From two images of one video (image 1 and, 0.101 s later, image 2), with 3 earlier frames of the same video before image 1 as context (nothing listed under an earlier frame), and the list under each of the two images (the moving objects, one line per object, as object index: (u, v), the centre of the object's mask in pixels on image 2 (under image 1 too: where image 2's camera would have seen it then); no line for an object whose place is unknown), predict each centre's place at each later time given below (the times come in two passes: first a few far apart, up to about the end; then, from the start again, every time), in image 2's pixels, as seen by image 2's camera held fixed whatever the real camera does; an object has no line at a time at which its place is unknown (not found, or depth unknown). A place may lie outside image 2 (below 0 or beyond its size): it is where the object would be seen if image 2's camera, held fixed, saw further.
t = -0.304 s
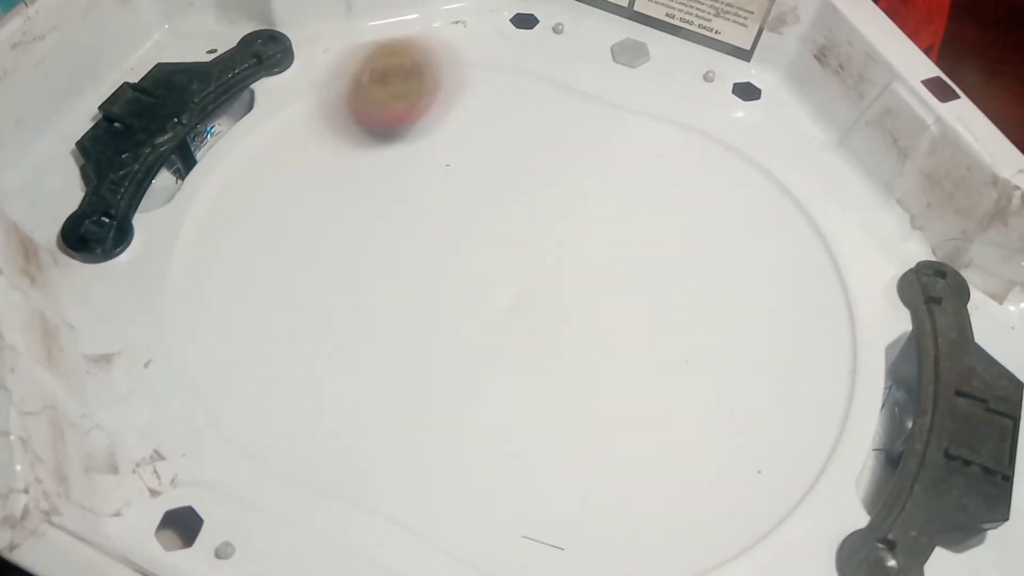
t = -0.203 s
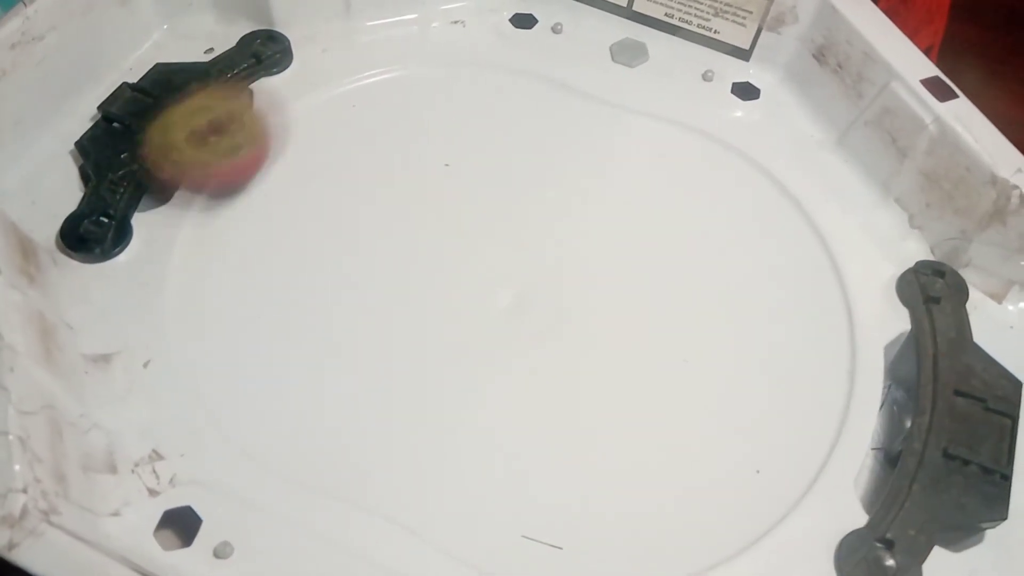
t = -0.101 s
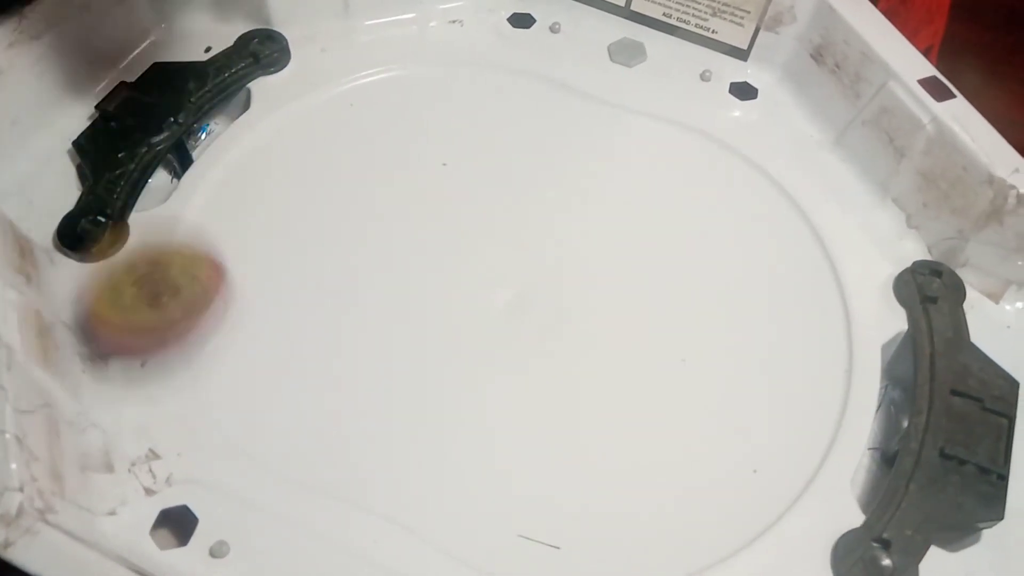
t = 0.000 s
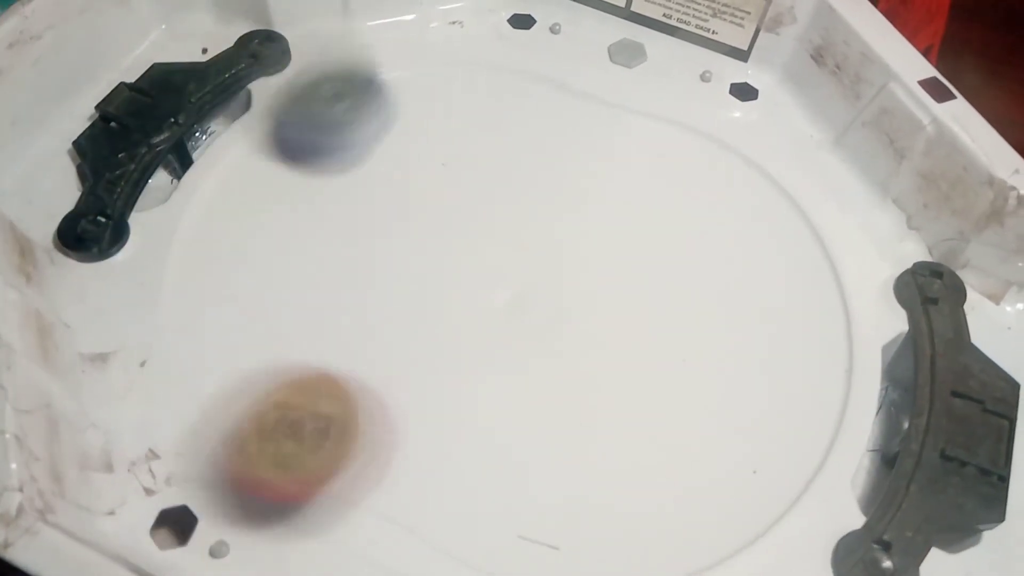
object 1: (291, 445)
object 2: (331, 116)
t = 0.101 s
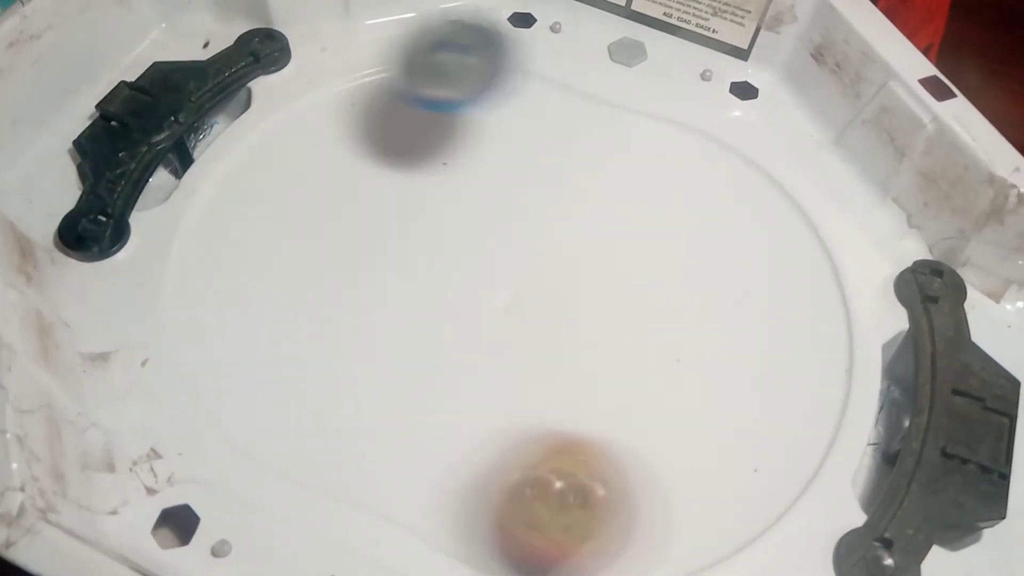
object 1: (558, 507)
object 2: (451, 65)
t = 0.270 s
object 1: (827, 381)
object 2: (659, 160)
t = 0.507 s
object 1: (769, 266)
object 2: (656, 118)
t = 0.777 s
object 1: (665, 486)
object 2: (450, 81)
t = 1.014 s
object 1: (625, 473)
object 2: (383, 101)
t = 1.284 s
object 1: (528, 317)
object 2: (352, 176)
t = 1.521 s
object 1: (423, 260)
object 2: (260, 174)
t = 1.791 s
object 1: (358, 285)
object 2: (282, 146)
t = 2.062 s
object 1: (312, 370)
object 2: (382, 209)
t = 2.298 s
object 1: (360, 432)
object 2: (465, 250)
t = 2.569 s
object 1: (456, 558)
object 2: (656, 163)
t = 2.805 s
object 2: (763, 88)
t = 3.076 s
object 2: (702, 61)
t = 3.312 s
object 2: (804, 242)
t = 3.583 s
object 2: (659, 477)
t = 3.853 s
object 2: (376, 465)
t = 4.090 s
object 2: (271, 297)
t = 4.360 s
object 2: (325, 232)
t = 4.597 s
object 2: (290, 288)
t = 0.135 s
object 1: (641, 508)
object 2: (497, 85)
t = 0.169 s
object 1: (714, 501)
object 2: (534, 134)
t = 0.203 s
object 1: (769, 477)
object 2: (575, 157)
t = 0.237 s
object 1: (818, 438)
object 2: (619, 146)
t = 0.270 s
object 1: (827, 381)
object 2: (659, 160)
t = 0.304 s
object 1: (823, 328)
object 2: (698, 178)
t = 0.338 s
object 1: (823, 282)
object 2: (744, 175)
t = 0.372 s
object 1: (843, 277)
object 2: (732, 158)
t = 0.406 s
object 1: (846, 273)
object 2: (723, 126)
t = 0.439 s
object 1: (839, 280)
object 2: (704, 113)
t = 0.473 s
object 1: (808, 269)
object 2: (680, 108)
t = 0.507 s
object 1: (769, 266)
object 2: (656, 118)
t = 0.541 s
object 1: (732, 270)
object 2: (635, 127)
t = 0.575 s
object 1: (698, 265)
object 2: (616, 141)
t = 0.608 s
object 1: (665, 267)
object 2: (600, 158)
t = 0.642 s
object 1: (638, 274)
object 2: (582, 172)
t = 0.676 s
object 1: (639, 324)
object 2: (540, 147)
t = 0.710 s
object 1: (644, 376)
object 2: (504, 122)
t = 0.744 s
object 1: (653, 433)
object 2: (474, 101)
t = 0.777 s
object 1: (665, 486)
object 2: (450, 81)
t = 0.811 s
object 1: (682, 520)
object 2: (431, 62)
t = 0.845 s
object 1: (680, 519)
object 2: (413, 49)
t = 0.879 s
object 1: (669, 521)
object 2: (401, 49)
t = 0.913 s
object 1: (659, 517)
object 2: (394, 57)
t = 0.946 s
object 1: (646, 508)
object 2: (389, 72)
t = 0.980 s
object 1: (634, 495)
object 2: (386, 86)
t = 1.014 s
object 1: (625, 473)
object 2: (383, 101)
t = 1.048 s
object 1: (615, 456)
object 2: (381, 115)
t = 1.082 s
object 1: (604, 430)
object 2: (379, 127)
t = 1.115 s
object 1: (594, 411)
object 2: (377, 138)
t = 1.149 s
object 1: (582, 391)
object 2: (373, 148)
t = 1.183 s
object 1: (569, 370)
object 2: (370, 157)
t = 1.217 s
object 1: (556, 352)
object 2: (365, 164)
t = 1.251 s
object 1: (542, 331)
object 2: (359, 169)
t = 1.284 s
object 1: (528, 317)
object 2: (352, 176)
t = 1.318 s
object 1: (512, 302)
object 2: (344, 179)
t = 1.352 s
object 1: (496, 292)
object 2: (333, 182)
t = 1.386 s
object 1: (479, 278)
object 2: (320, 183)
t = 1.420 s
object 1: (466, 272)
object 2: (305, 184)
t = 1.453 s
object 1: (451, 264)
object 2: (291, 182)
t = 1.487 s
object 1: (440, 263)
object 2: (275, 179)
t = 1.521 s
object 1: (423, 260)
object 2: (260, 174)
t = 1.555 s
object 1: (408, 260)
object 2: (245, 165)
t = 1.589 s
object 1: (394, 259)
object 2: (233, 158)
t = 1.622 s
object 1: (386, 267)
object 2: (224, 146)
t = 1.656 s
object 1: (378, 267)
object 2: (227, 139)
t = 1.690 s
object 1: (372, 270)
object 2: (241, 139)
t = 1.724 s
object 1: (370, 279)
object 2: (254, 138)
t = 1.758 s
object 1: (362, 281)
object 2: (268, 140)
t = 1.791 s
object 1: (358, 285)
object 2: (282, 146)
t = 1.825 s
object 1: (353, 290)
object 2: (297, 154)
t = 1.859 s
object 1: (348, 294)
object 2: (313, 168)
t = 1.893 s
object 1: (340, 296)
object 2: (325, 186)
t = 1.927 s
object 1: (332, 318)
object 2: (336, 188)
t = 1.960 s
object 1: (324, 342)
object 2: (345, 187)
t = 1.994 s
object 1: (317, 360)
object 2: (357, 191)
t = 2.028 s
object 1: (313, 368)
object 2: (370, 198)
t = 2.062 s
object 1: (312, 370)
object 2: (382, 209)
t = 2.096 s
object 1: (316, 369)
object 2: (392, 225)
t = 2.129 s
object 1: (323, 363)
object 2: (400, 246)
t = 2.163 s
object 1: (327, 364)
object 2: (407, 259)
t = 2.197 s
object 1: (320, 391)
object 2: (418, 254)
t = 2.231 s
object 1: (323, 411)
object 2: (431, 251)
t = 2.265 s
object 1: (336, 426)
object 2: (446, 250)
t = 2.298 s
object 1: (360, 432)
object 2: (465, 250)
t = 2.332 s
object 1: (390, 434)
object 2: (489, 253)
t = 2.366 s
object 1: (420, 432)
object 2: (515, 262)
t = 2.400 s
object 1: (450, 426)
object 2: (537, 276)
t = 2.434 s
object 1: (474, 419)
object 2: (553, 293)
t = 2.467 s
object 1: (491, 412)
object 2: (565, 304)
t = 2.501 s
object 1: (465, 492)
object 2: (599, 252)
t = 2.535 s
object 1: (455, 528)
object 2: (629, 202)
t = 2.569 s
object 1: (456, 558)
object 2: (656, 163)
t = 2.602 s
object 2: (684, 130)
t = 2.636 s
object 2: (706, 104)
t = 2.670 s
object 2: (720, 103)
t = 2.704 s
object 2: (733, 95)
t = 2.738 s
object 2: (745, 89)
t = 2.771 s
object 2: (760, 85)
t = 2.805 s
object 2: (763, 88)
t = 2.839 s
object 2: (755, 96)
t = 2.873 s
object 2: (746, 99)
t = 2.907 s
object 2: (733, 100)
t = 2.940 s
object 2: (720, 98)
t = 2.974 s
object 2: (708, 91)
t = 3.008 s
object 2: (697, 83)
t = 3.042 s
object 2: (688, 82)
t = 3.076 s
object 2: (702, 61)
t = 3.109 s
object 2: (735, 73)
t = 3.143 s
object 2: (765, 113)
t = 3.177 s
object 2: (785, 128)
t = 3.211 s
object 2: (799, 153)
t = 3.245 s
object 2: (810, 176)
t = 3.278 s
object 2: (804, 209)
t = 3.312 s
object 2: (804, 242)
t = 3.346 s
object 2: (793, 277)
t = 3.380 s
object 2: (784, 310)
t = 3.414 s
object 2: (774, 342)
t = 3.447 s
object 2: (755, 375)
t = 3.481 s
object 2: (736, 403)
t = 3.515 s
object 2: (714, 429)
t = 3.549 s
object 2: (688, 454)
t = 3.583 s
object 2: (659, 477)
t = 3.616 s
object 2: (628, 495)
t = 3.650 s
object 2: (594, 507)
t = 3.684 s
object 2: (557, 512)
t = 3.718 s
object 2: (519, 515)
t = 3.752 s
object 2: (479, 513)
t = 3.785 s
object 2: (442, 506)
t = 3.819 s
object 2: (406, 488)
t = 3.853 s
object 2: (376, 465)
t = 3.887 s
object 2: (348, 440)
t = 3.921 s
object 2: (323, 413)
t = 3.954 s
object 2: (299, 390)
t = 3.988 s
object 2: (281, 368)
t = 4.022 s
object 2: (271, 344)
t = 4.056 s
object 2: (268, 319)
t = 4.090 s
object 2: (271, 297)
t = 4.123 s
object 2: (279, 272)
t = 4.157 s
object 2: (293, 253)
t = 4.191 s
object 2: (310, 234)
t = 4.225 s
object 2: (329, 217)
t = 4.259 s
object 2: (348, 202)
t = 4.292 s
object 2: (360, 196)
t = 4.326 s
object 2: (340, 215)
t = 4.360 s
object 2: (325, 232)
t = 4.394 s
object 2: (311, 244)
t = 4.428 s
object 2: (304, 253)
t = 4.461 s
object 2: (297, 261)
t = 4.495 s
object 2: (292, 267)
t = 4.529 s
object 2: (290, 274)
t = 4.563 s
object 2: (291, 281)
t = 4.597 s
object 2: (290, 288)
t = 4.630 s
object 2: (291, 293)
